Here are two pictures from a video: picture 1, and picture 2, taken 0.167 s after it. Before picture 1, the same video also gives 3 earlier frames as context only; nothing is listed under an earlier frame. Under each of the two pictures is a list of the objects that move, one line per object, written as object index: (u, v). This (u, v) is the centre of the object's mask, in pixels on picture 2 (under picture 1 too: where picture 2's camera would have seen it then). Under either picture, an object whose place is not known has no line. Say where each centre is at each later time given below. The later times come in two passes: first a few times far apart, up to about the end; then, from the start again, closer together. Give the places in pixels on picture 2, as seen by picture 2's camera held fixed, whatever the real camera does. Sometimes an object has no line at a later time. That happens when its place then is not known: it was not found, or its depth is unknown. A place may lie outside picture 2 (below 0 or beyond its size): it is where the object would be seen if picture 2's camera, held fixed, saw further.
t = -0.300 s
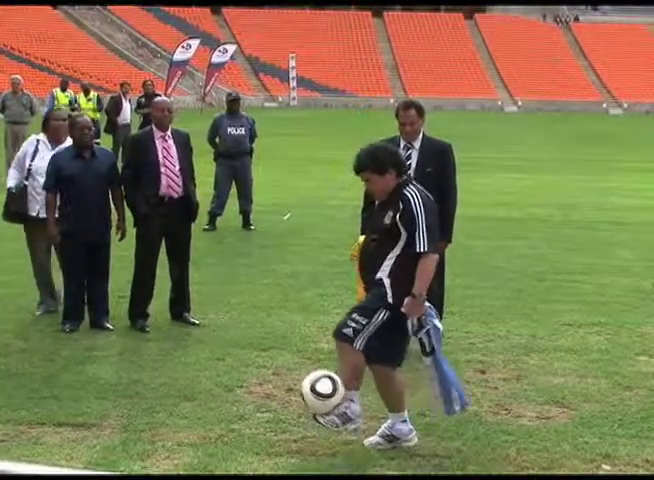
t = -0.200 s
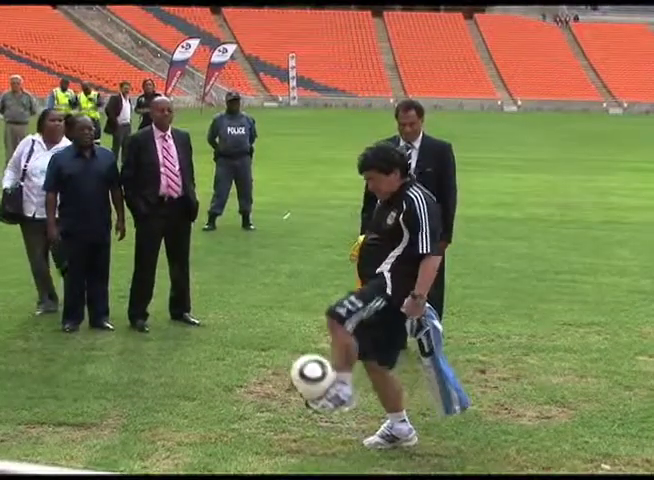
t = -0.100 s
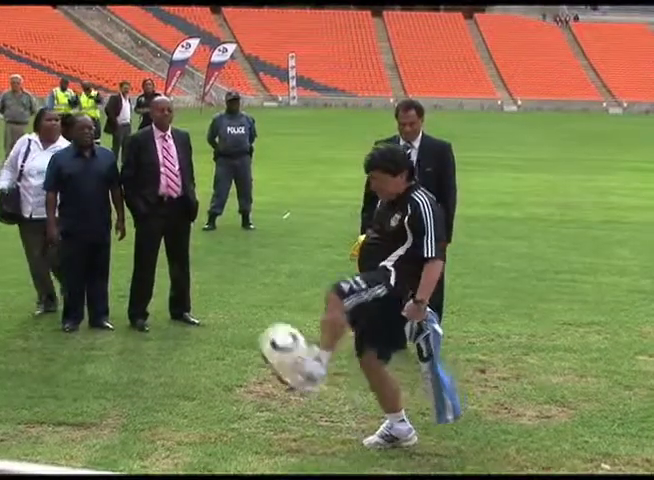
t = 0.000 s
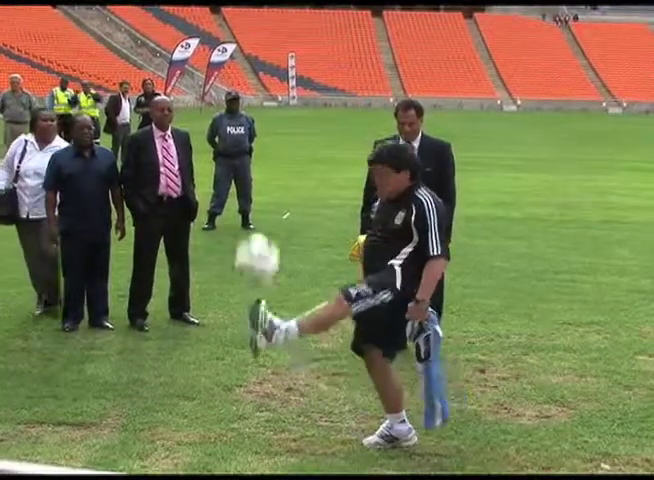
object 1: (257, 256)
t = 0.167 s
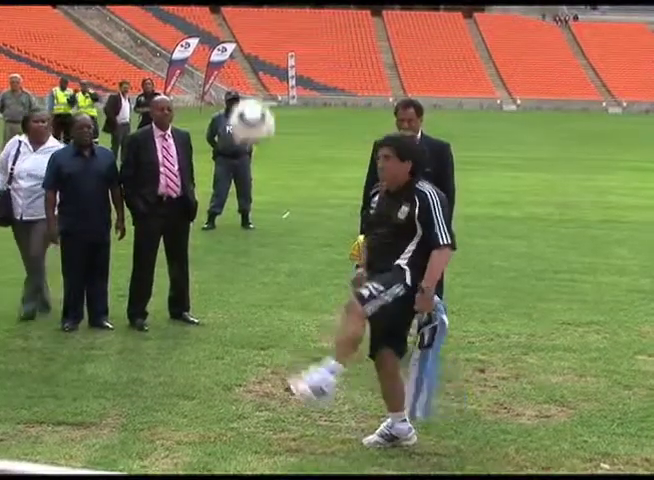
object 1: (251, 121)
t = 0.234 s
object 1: (251, 82)
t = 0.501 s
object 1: (241, 24)
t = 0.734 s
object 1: (236, 83)
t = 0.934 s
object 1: (230, 214)
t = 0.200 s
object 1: (250, 102)
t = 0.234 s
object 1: (251, 82)
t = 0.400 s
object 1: (245, 33)
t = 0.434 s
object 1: (244, 29)
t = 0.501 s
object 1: (241, 24)
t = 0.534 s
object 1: (241, 26)
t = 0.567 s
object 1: (240, 29)
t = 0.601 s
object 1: (239, 38)
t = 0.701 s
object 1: (237, 68)
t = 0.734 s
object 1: (236, 83)
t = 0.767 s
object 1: (235, 97)
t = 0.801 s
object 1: (233, 121)
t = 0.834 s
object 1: (233, 141)
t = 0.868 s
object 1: (233, 165)
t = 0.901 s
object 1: (233, 188)
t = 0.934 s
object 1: (230, 214)
